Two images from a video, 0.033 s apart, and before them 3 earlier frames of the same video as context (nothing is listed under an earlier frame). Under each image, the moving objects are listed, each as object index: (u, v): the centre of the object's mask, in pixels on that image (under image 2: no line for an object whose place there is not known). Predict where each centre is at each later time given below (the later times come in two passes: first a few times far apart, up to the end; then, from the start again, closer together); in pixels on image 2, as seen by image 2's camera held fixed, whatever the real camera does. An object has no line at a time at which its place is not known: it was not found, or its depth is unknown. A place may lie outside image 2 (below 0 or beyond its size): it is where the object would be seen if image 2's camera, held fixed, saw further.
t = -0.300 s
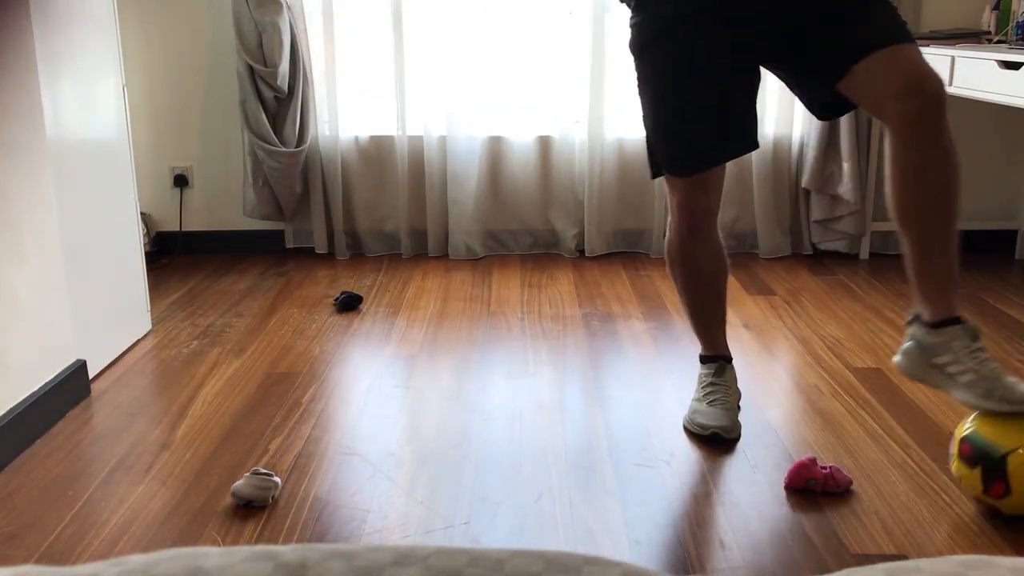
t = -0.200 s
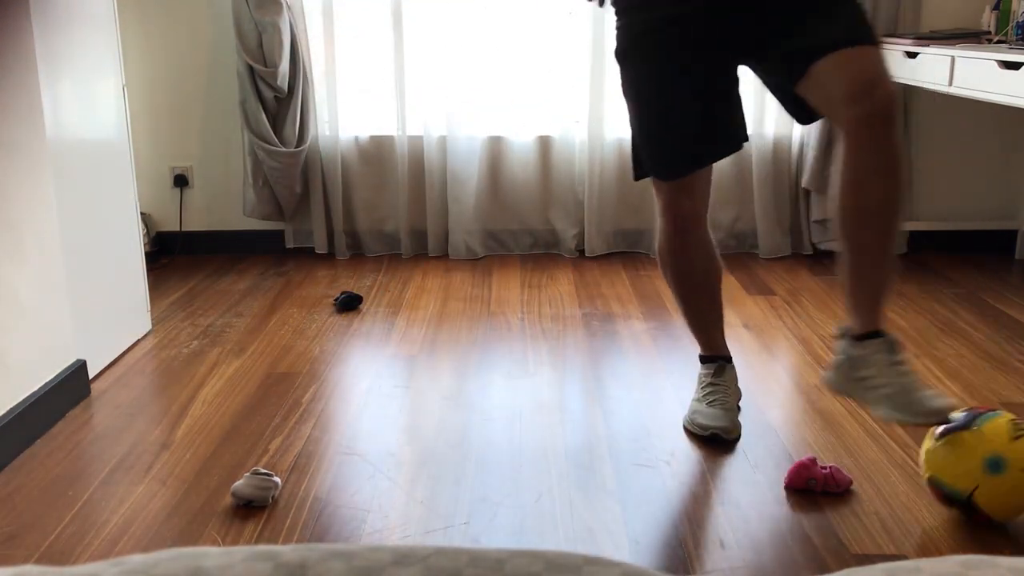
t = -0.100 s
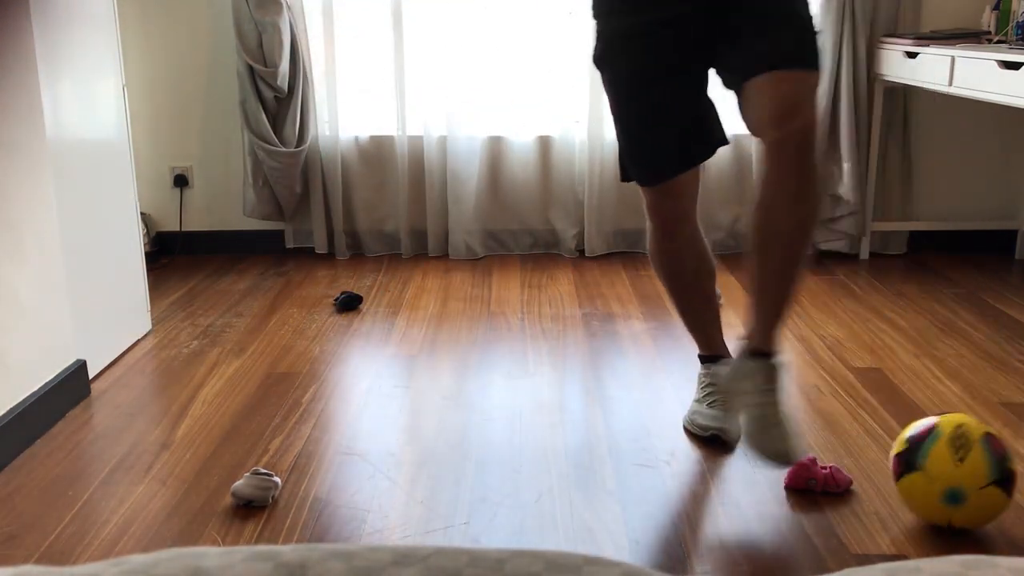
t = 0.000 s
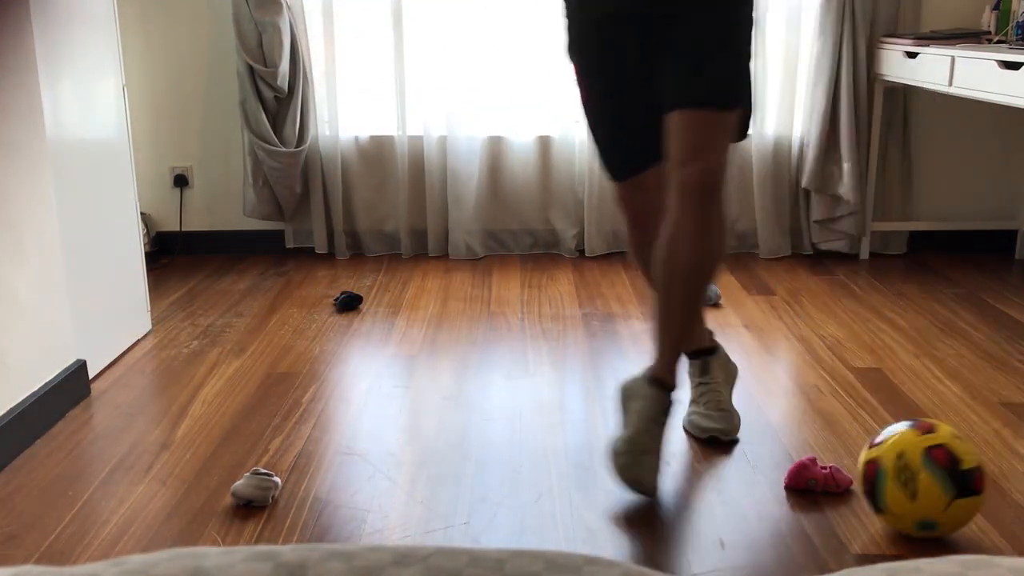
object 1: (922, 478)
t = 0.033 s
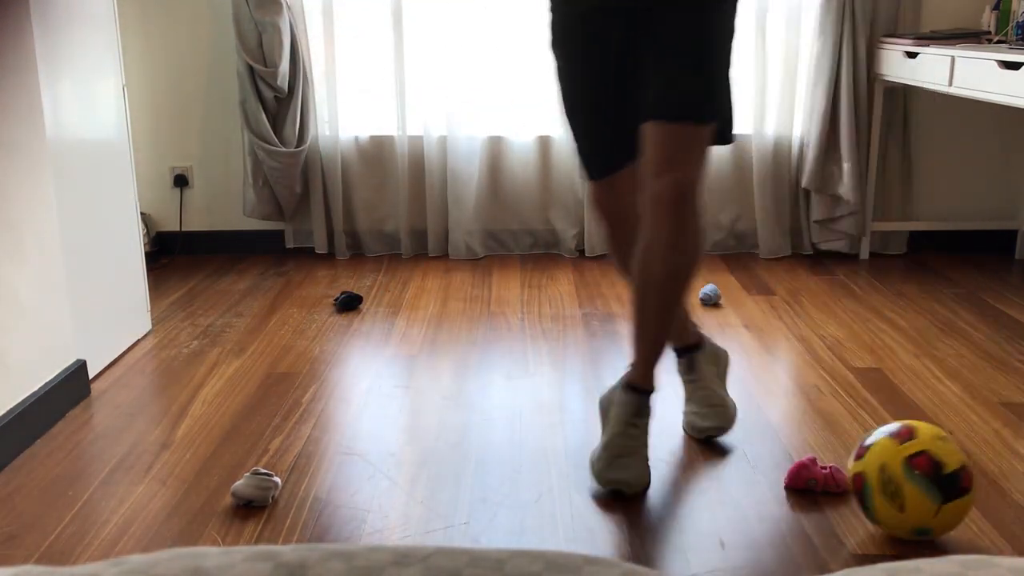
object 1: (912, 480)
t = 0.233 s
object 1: (850, 490)
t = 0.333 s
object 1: (817, 496)
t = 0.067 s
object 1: (902, 482)
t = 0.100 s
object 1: (892, 483)
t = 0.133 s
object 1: (881, 485)
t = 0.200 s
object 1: (859, 489)
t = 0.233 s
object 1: (850, 490)
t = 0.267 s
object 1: (838, 493)
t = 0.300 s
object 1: (828, 494)
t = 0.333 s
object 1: (817, 496)
